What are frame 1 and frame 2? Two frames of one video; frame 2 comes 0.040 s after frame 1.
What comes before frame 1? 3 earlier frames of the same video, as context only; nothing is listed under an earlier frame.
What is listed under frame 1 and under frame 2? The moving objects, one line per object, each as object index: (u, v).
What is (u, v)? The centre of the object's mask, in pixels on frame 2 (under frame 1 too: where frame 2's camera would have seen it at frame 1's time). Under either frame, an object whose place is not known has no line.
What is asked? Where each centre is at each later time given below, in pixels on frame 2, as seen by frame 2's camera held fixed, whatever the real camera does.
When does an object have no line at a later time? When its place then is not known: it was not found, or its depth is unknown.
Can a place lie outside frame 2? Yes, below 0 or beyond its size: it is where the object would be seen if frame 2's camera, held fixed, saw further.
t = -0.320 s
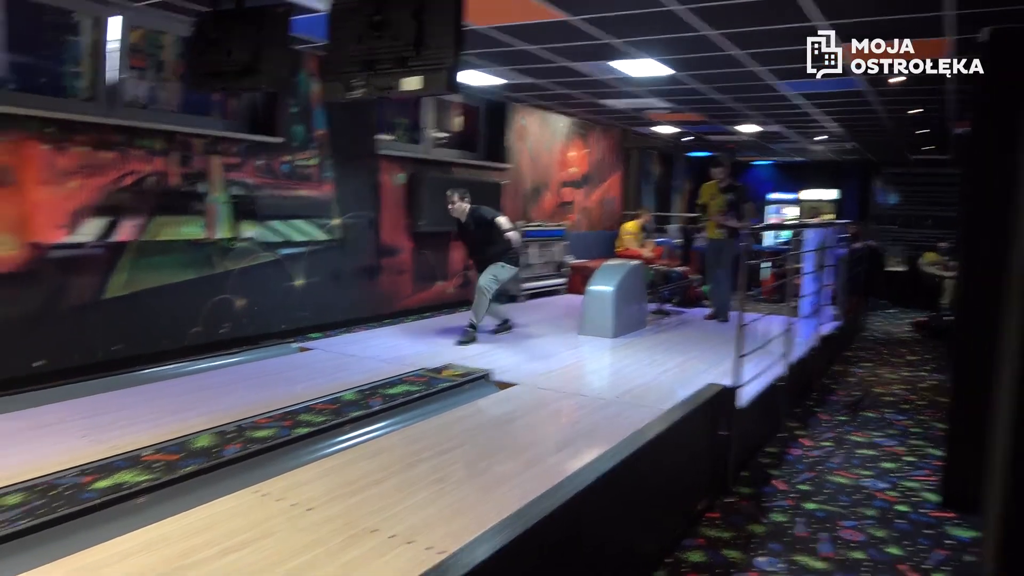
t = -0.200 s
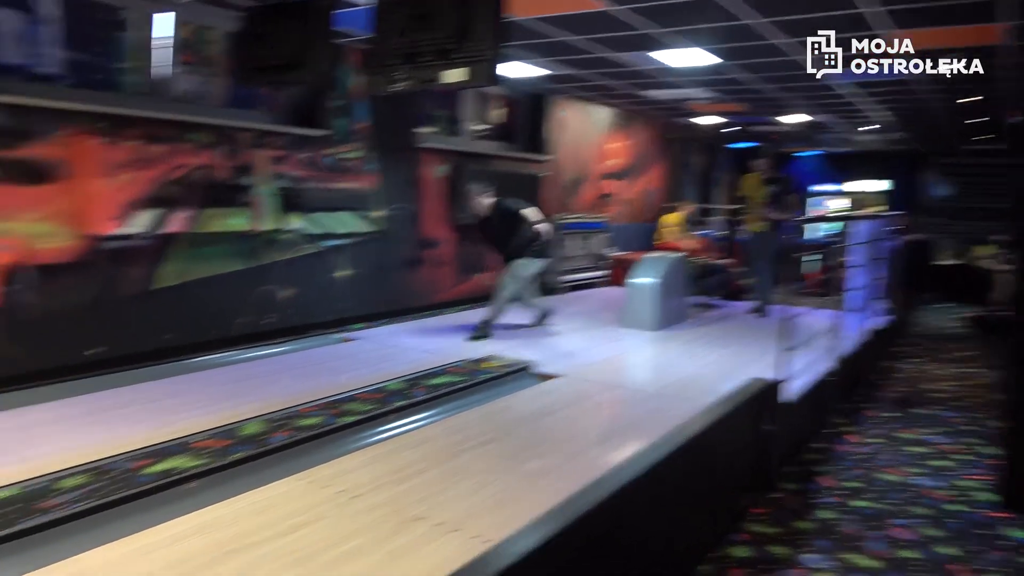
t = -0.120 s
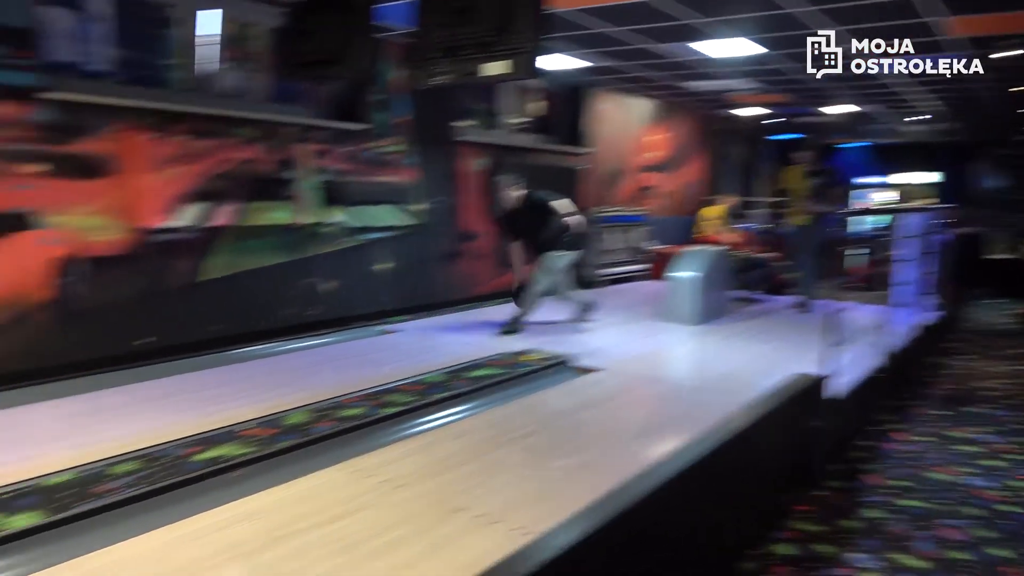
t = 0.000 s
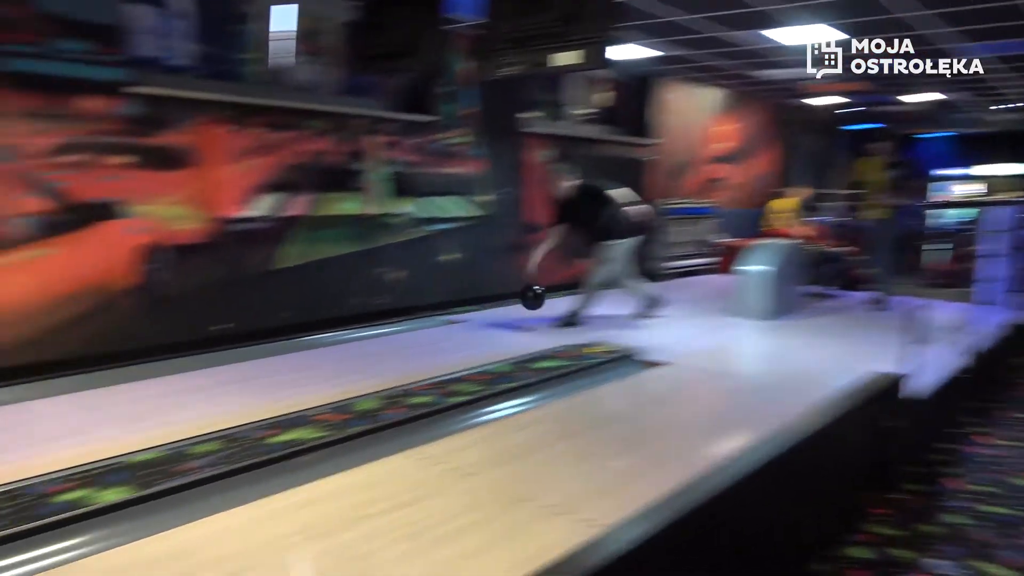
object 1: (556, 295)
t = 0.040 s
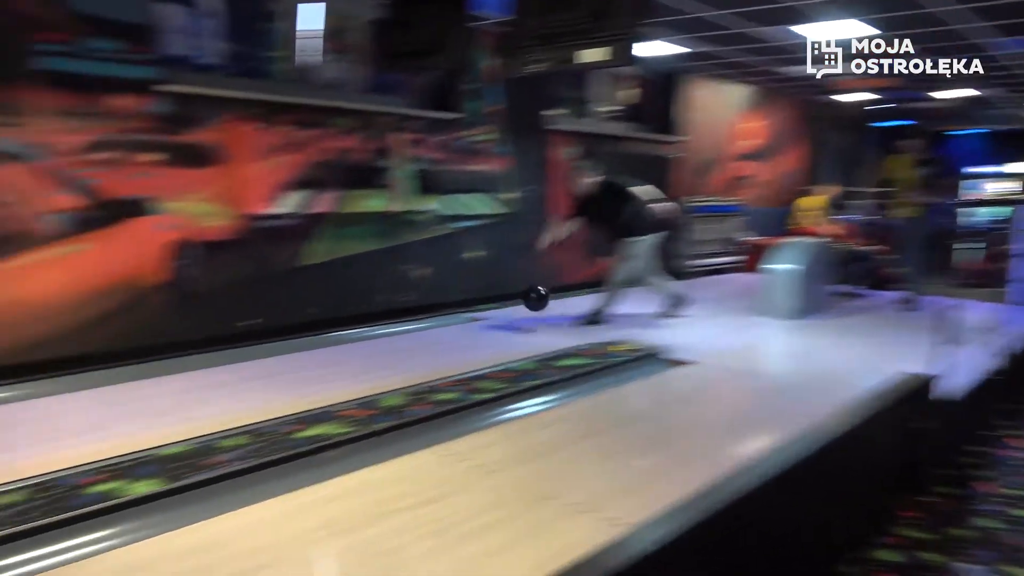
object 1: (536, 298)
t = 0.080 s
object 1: (514, 304)
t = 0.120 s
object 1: (490, 311)
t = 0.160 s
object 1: (465, 320)
